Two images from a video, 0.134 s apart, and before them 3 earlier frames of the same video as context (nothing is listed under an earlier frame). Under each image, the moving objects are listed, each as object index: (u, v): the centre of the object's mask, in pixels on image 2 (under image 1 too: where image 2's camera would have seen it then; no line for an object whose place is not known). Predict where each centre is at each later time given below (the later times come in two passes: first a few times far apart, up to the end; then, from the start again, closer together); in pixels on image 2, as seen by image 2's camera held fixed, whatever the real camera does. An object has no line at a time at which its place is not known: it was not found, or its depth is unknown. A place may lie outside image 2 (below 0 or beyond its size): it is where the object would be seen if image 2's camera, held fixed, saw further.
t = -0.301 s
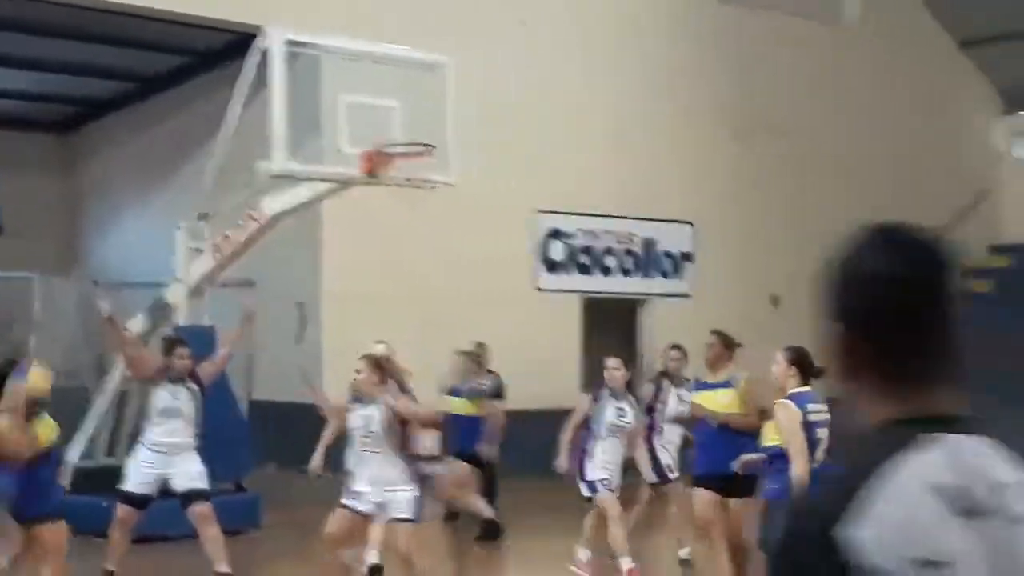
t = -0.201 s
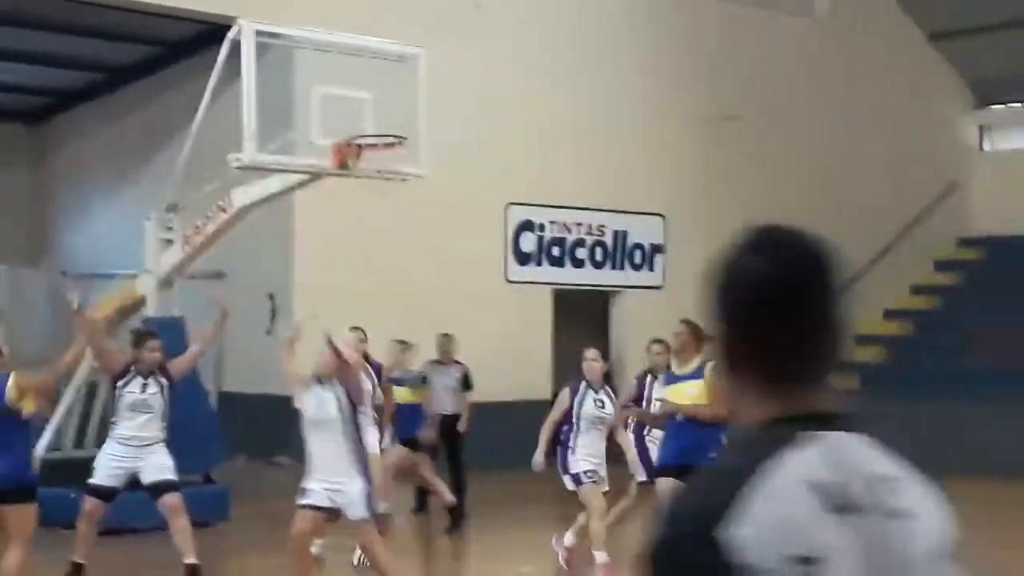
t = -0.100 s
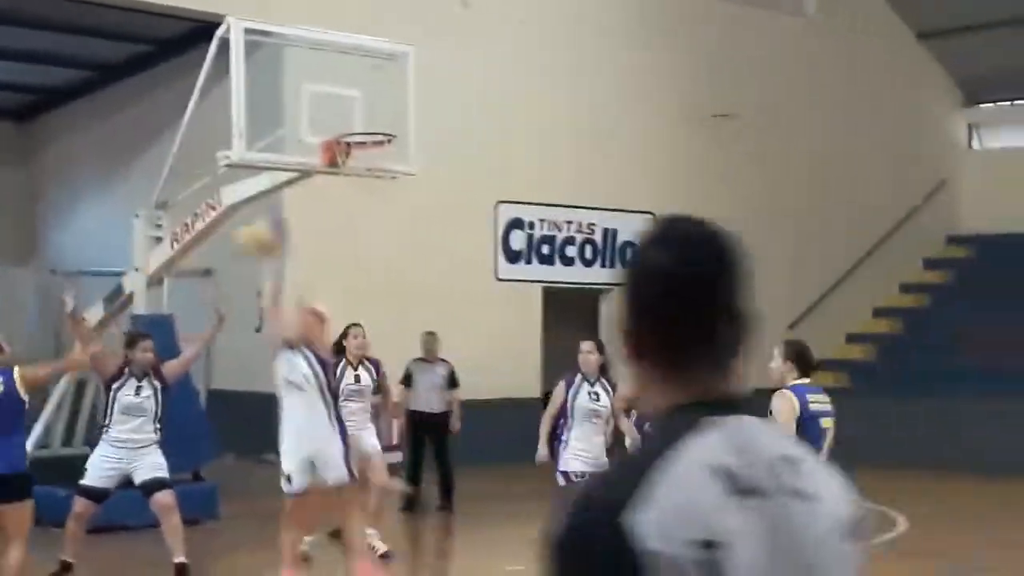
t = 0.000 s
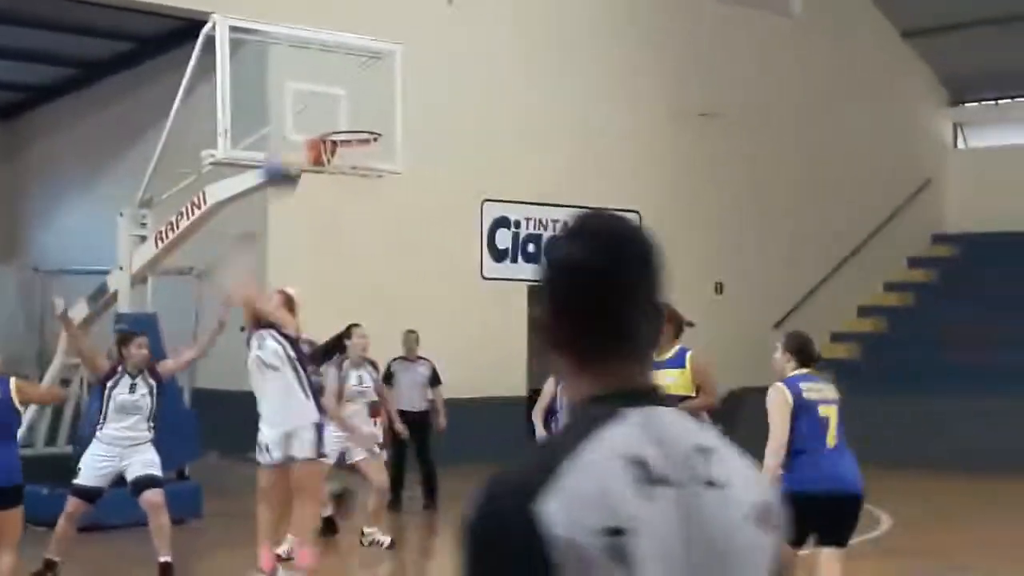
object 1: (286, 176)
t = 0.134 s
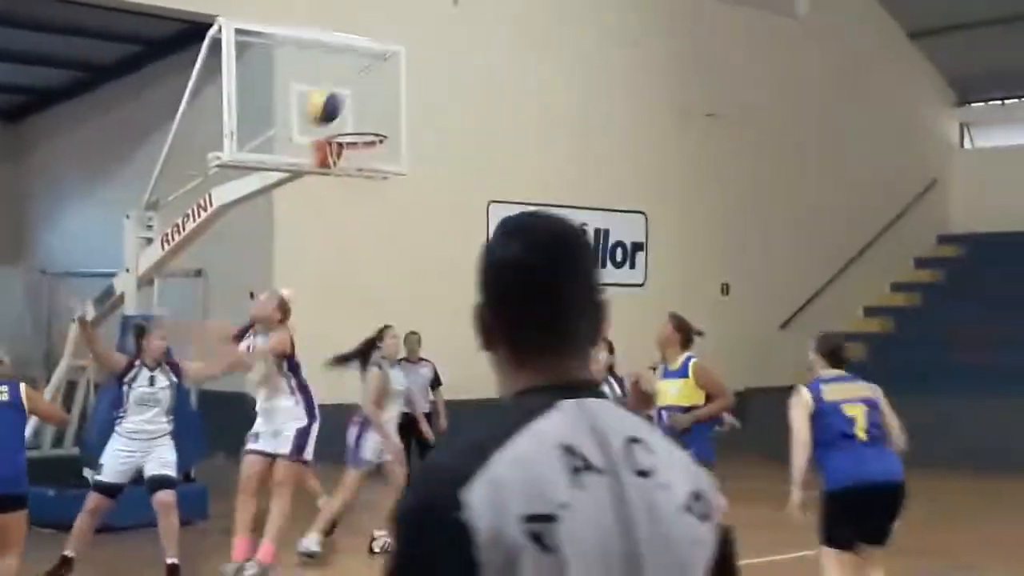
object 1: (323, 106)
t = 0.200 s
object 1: (334, 88)
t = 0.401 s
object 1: (380, 68)
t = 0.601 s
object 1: (426, 114)
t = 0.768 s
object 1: (463, 199)
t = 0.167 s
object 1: (330, 95)
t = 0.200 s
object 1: (334, 88)
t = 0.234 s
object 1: (346, 78)
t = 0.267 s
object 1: (353, 71)
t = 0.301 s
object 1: (360, 67)
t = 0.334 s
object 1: (367, 66)
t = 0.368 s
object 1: (374, 66)
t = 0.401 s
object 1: (380, 68)
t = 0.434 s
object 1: (389, 70)
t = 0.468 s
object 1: (398, 76)
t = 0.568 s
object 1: (421, 105)
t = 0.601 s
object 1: (426, 114)
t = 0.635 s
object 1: (435, 127)
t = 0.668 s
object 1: (442, 142)
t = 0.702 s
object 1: (449, 158)
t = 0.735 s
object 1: (458, 178)
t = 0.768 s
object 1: (463, 199)
